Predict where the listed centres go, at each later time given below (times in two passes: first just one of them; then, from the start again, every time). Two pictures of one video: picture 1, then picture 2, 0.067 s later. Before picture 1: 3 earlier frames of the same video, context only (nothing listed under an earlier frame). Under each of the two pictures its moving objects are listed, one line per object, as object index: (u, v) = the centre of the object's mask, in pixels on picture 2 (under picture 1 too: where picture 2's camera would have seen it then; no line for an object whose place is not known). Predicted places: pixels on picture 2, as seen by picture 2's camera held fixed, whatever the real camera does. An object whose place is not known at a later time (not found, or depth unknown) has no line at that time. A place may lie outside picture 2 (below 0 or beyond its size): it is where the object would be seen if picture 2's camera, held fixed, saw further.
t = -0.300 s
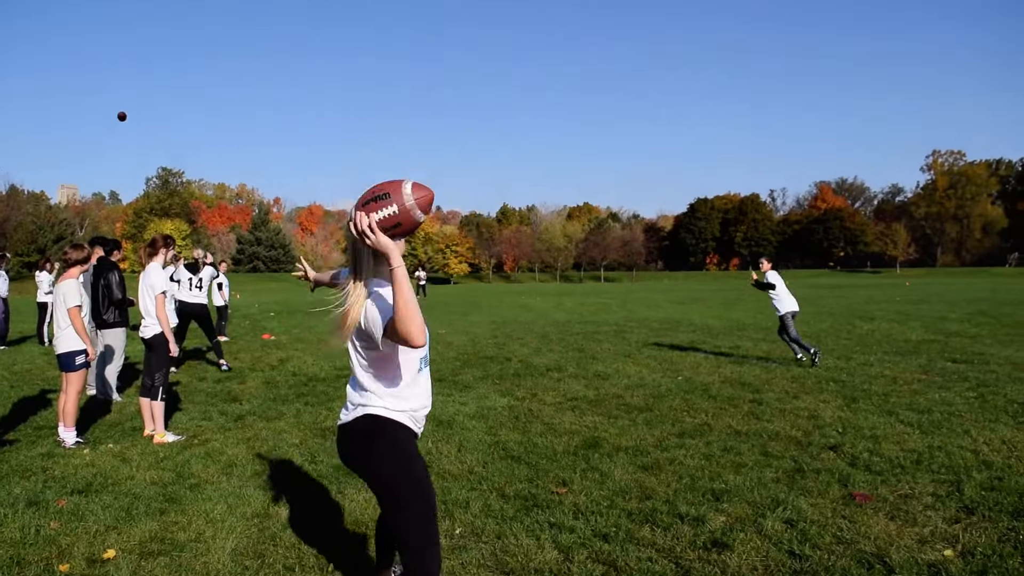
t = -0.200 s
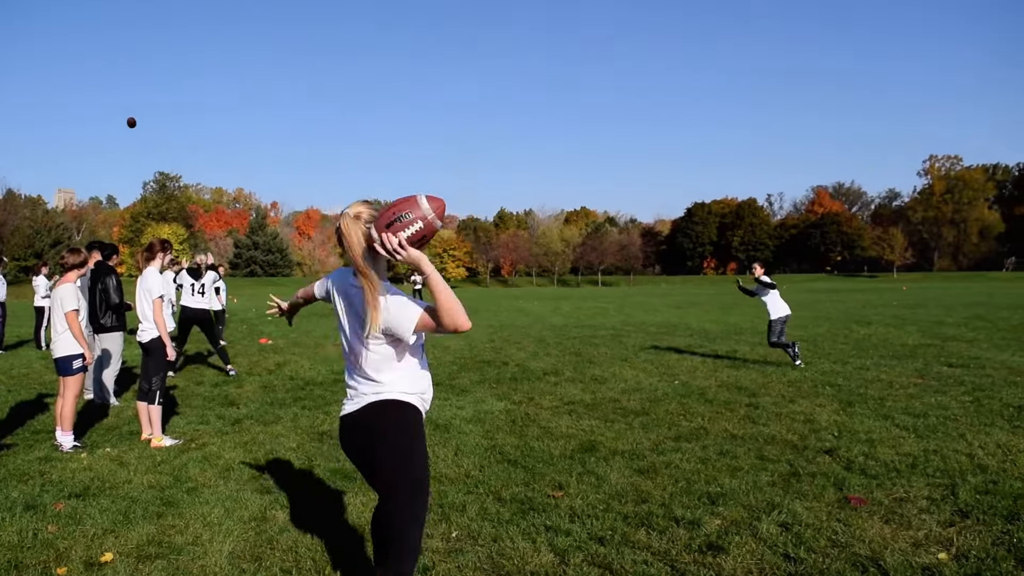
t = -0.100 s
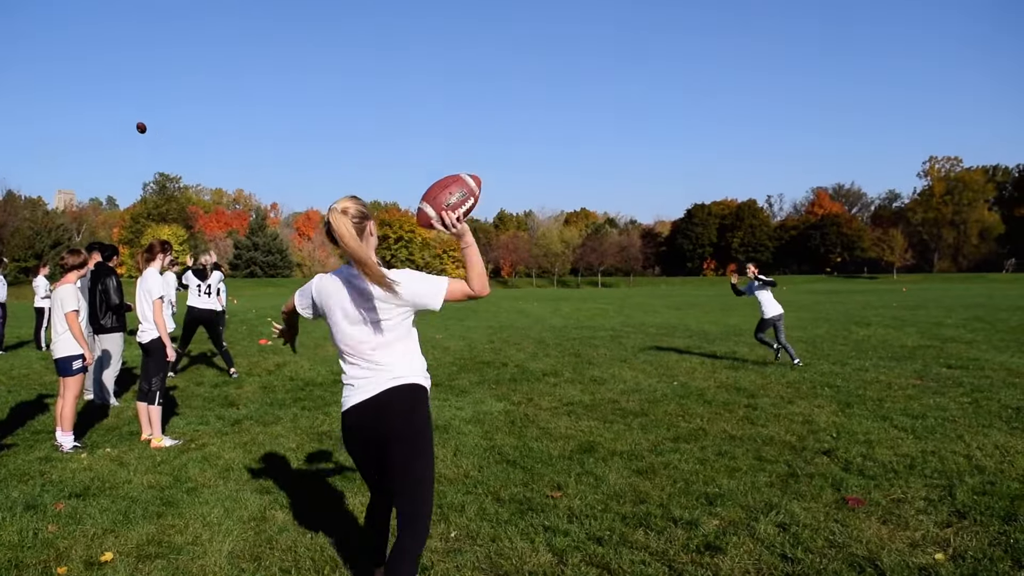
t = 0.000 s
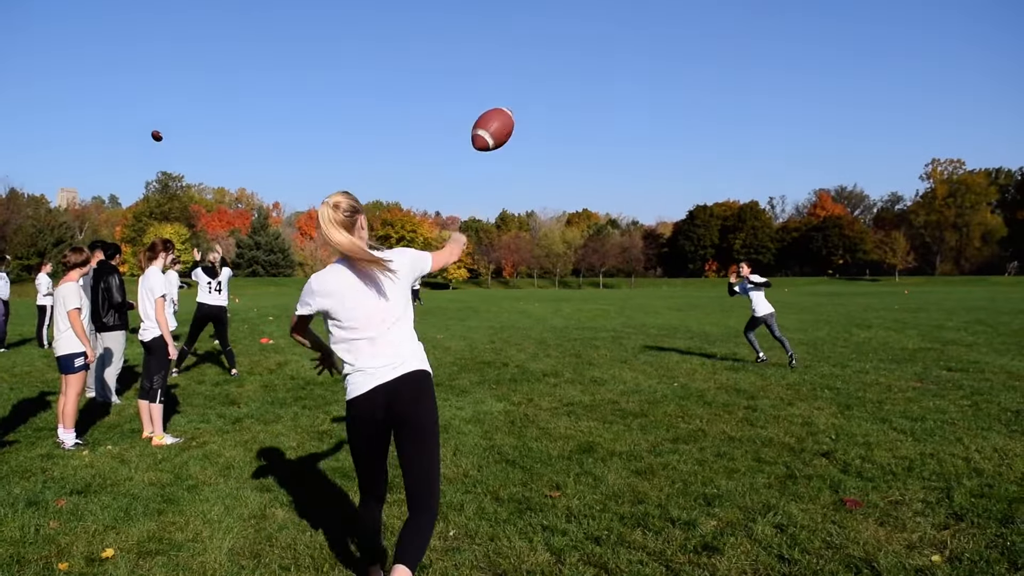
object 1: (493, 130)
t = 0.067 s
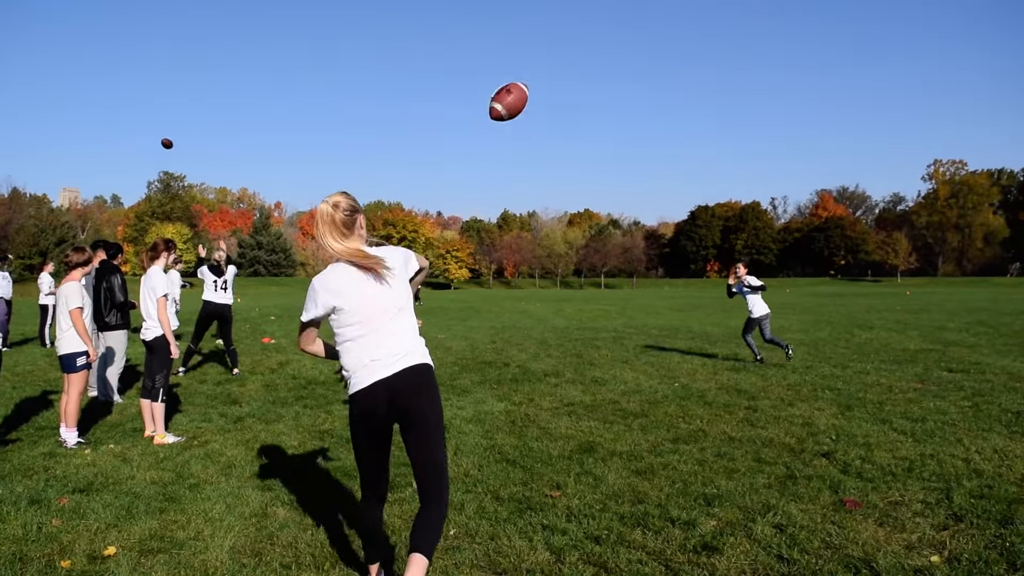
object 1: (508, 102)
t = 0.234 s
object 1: (534, 66)
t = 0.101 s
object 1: (512, 94)
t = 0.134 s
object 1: (520, 81)
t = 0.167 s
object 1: (524, 76)
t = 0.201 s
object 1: (531, 69)
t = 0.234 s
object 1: (534, 66)
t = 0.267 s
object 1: (540, 63)
